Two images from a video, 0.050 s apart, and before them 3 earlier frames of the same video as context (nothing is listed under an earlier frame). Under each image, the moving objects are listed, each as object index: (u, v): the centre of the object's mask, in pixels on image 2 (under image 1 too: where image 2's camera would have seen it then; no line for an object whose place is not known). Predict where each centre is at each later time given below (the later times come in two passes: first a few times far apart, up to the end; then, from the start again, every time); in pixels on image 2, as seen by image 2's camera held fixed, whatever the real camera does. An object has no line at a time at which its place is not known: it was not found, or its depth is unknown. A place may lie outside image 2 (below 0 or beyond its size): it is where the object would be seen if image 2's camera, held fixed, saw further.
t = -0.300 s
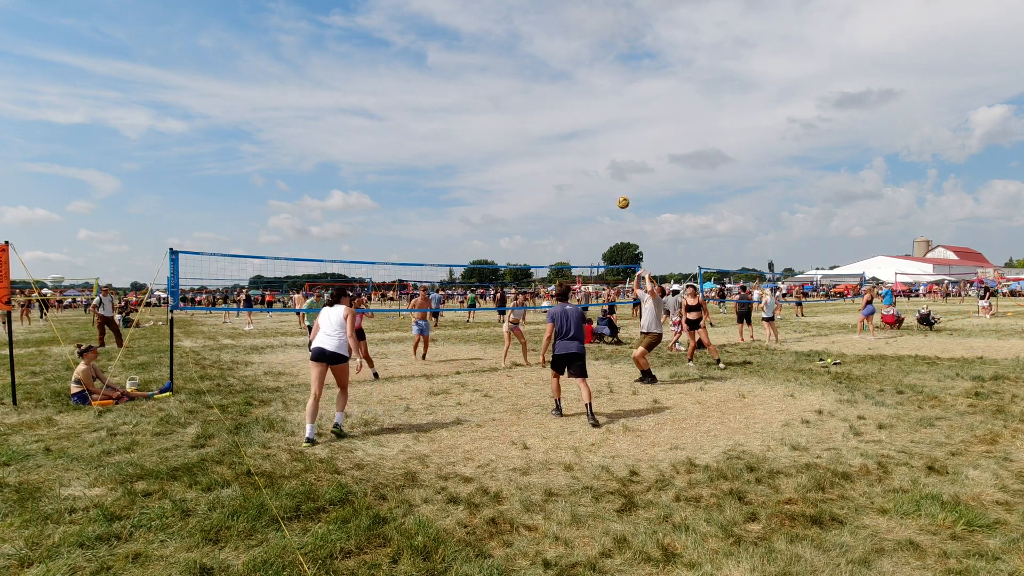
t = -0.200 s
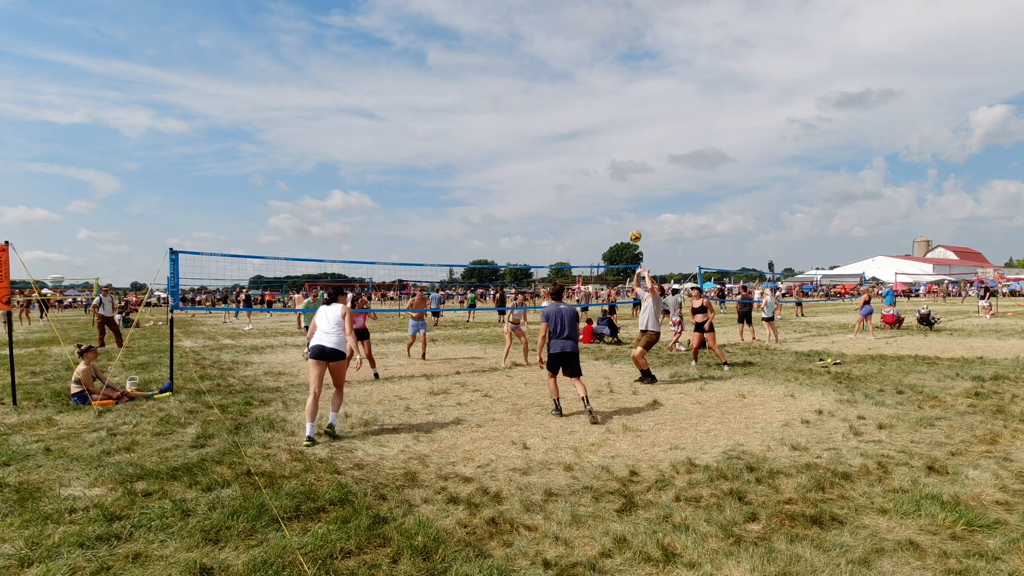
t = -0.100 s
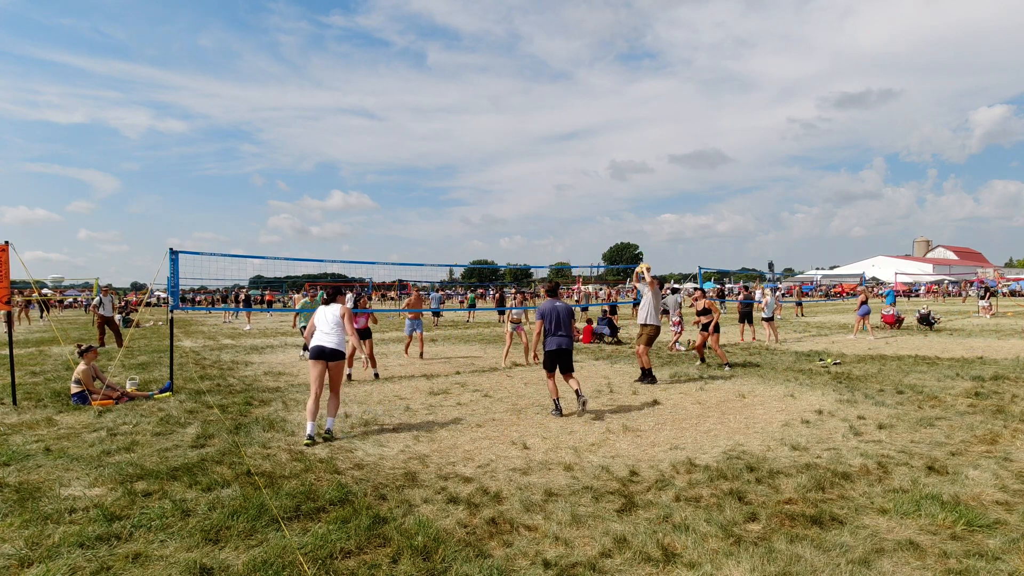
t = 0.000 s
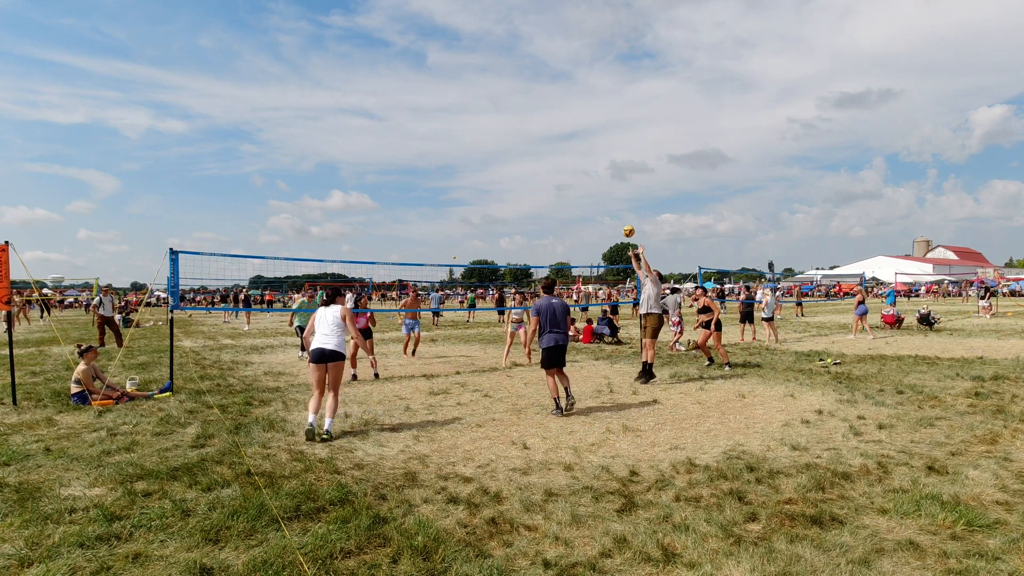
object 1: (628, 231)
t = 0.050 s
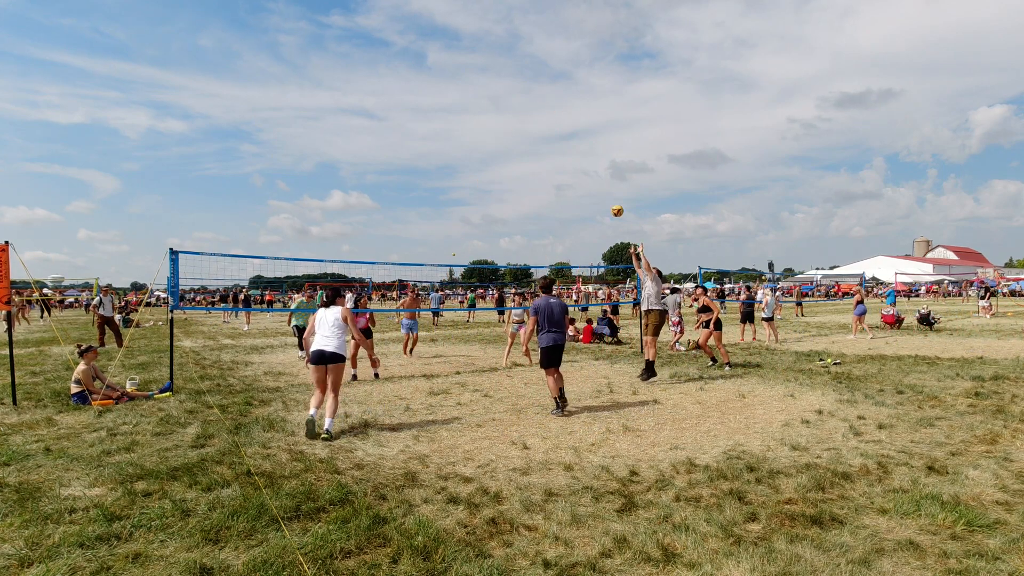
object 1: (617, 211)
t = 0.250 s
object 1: (575, 145)
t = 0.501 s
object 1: (524, 98)
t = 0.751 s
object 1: (474, 87)
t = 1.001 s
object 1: (426, 110)
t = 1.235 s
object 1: (383, 164)
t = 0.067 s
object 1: (614, 204)
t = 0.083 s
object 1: (610, 198)
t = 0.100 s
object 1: (606, 192)
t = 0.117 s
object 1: (603, 186)
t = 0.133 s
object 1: (599, 180)
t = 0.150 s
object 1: (596, 175)
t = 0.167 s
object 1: (592, 169)
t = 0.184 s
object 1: (589, 164)
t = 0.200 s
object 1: (585, 159)
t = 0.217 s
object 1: (582, 155)
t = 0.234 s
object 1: (578, 150)
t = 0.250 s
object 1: (575, 145)
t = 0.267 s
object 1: (571, 141)
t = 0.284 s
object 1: (568, 137)
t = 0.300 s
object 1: (564, 133)
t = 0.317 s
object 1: (561, 129)
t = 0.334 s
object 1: (557, 126)
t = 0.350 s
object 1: (554, 122)
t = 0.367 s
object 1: (551, 119)
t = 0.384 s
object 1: (547, 116)
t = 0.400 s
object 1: (544, 112)
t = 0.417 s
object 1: (540, 110)
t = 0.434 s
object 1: (537, 107)
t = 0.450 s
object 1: (534, 105)
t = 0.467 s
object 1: (530, 102)
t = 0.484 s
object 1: (527, 100)
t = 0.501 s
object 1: (524, 98)
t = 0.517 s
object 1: (520, 96)
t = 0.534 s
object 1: (517, 94)
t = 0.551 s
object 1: (514, 93)
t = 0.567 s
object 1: (510, 92)
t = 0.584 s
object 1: (507, 90)
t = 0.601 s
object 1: (504, 89)
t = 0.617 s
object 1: (500, 88)
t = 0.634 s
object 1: (497, 87)
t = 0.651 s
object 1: (494, 87)
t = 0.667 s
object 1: (491, 86)
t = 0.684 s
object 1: (487, 86)
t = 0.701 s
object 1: (484, 86)
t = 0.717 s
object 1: (481, 86)
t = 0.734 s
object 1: (477, 86)
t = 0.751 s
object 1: (474, 87)
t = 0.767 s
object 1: (471, 87)
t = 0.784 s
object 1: (468, 88)
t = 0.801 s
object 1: (465, 89)
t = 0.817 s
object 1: (461, 89)
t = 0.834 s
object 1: (458, 91)
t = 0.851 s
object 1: (455, 92)
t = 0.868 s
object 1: (452, 93)
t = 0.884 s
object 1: (448, 95)
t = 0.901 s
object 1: (445, 97)
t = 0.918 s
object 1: (442, 98)
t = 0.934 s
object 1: (439, 101)
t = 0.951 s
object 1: (436, 103)
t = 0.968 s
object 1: (432, 105)
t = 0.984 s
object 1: (429, 108)
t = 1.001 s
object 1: (426, 110)
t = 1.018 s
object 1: (423, 113)
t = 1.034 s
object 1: (420, 116)
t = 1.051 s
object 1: (417, 119)
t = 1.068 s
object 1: (413, 123)
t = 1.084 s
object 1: (410, 126)
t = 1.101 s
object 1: (407, 130)
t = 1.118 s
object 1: (404, 134)
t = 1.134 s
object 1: (401, 138)
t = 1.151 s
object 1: (398, 142)
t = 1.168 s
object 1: (395, 146)
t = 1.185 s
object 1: (392, 150)
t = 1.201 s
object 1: (389, 155)
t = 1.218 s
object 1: (386, 159)
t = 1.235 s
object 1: (383, 164)
